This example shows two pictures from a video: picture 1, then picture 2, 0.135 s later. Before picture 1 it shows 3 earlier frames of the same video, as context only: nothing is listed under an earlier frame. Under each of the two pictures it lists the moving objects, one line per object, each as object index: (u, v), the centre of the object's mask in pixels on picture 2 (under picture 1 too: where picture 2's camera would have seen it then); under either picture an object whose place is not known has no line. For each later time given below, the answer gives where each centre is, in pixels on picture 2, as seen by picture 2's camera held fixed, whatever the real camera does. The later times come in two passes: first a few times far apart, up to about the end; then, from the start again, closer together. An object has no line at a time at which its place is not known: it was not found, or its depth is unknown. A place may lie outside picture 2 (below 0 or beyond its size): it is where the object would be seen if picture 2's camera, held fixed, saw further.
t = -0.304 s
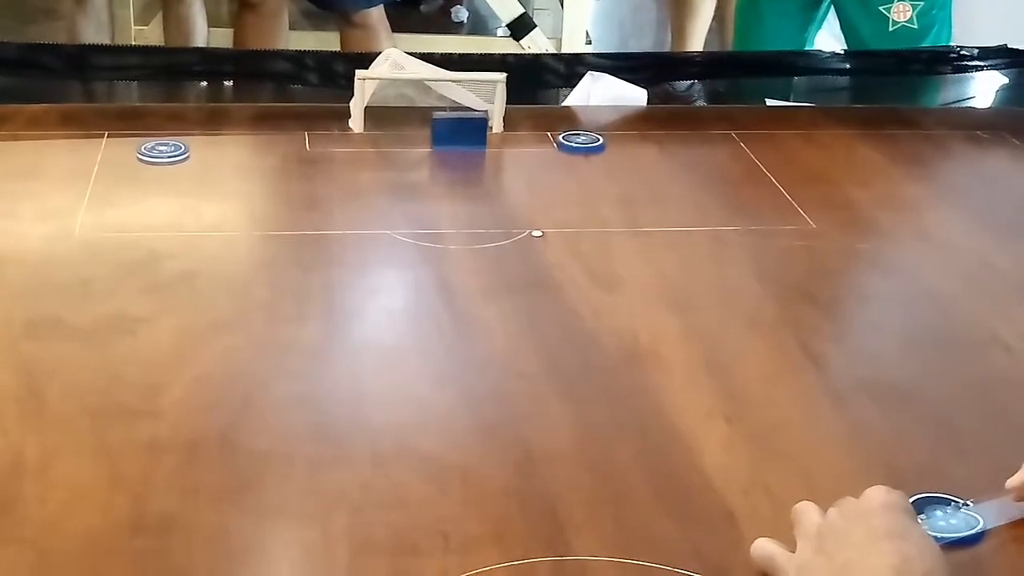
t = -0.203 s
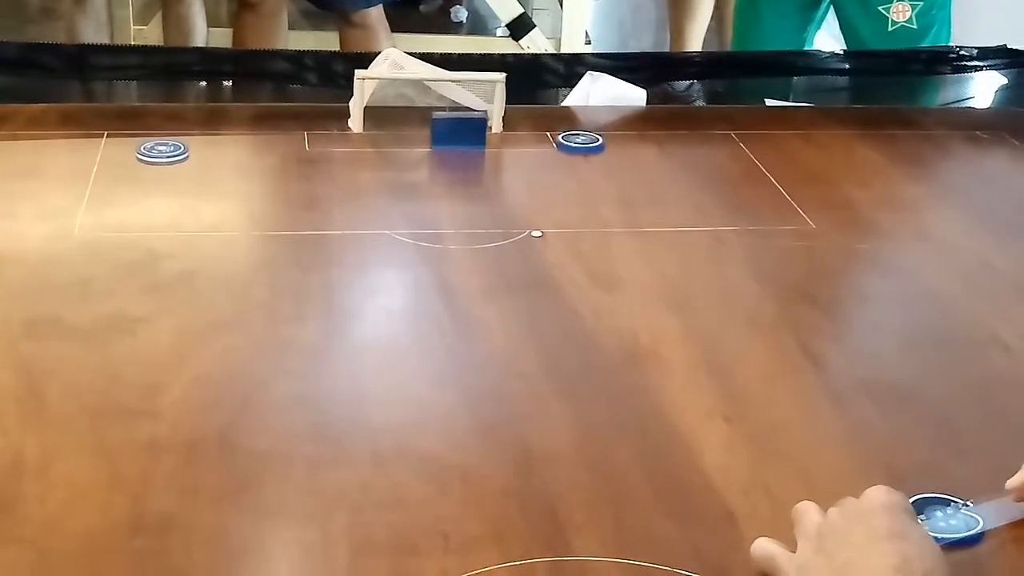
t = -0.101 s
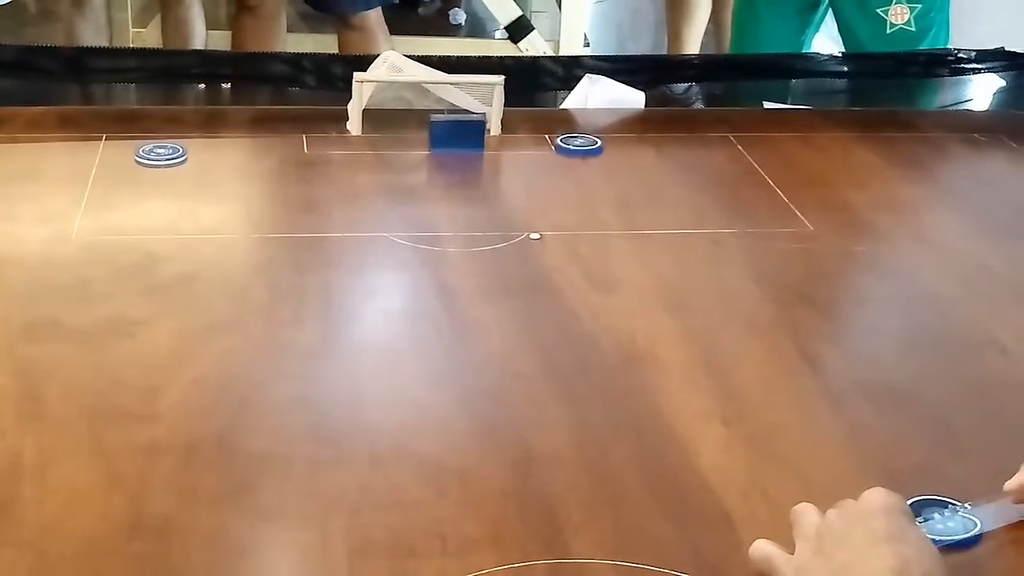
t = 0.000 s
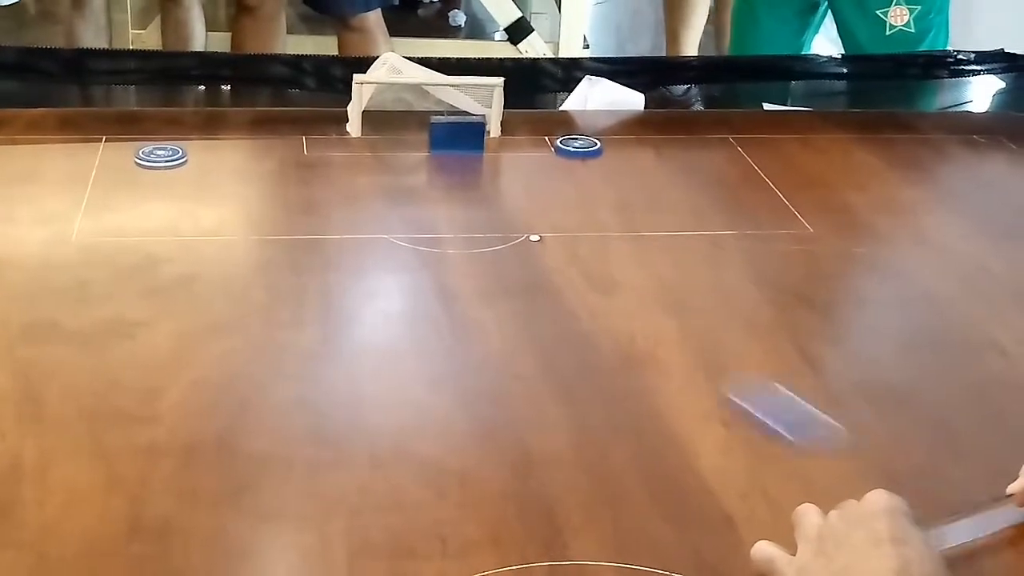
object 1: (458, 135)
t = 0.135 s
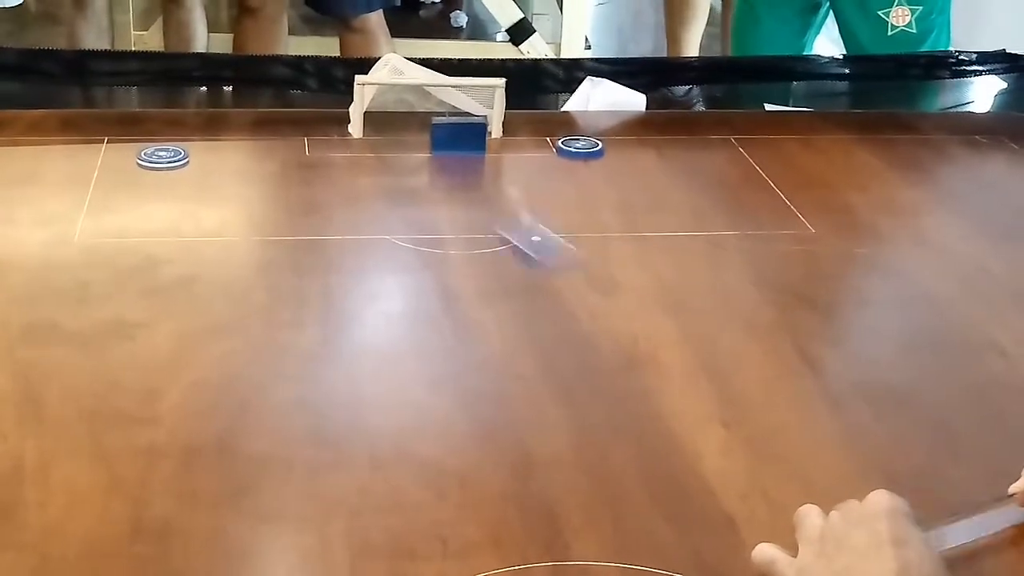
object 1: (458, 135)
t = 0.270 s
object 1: (462, 133)
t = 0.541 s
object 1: (482, 130)
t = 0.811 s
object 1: (482, 130)
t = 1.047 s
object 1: (482, 130)
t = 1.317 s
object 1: (482, 130)
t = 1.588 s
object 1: (482, 130)
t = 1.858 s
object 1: (481, 130)
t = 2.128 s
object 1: (482, 130)
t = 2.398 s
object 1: (482, 129)
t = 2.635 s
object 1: (482, 130)
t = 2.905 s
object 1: (482, 130)
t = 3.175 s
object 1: (482, 130)
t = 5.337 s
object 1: (482, 130)
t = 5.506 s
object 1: (482, 130)
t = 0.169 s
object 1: (458, 134)
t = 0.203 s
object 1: (458, 135)
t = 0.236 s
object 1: (459, 135)
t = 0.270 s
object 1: (462, 133)
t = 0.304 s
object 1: (468, 133)
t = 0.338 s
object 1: (474, 133)
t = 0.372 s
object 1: (477, 132)
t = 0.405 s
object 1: (479, 131)
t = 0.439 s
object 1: (482, 130)
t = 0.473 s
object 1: (482, 130)
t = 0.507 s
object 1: (482, 130)
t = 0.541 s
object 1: (482, 130)
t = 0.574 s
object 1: (482, 130)
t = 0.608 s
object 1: (482, 130)
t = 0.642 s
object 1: (482, 130)
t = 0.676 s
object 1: (482, 130)
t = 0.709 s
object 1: (482, 130)
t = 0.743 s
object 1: (482, 130)
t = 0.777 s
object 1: (482, 130)
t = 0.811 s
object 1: (482, 130)
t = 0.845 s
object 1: (482, 130)
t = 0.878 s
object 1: (483, 130)
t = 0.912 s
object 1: (483, 130)
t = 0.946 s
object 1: (482, 131)
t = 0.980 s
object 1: (482, 131)
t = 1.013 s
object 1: (482, 130)
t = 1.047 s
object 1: (482, 130)
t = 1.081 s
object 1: (482, 130)
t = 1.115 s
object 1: (482, 130)
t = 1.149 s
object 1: (482, 130)
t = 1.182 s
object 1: (482, 130)
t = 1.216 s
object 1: (482, 130)
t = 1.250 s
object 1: (482, 130)
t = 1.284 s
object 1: (482, 130)
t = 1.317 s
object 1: (482, 130)
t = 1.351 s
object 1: (482, 130)
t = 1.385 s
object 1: (482, 130)
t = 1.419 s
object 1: (482, 130)
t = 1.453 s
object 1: (482, 130)
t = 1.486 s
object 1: (482, 130)
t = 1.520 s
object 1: (482, 130)
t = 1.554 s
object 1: (482, 130)
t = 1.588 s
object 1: (482, 130)
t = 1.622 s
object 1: (482, 130)
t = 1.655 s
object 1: (482, 130)
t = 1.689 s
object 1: (482, 130)
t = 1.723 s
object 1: (482, 130)
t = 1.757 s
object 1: (482, 130)
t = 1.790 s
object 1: (482, 130)
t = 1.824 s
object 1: (481, 130)
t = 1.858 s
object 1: (481, 130)
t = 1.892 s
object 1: (482, 130)
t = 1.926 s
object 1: (481, 130)
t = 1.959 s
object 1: (481, 130)
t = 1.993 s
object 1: (481, 130)
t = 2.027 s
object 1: (482, 130)
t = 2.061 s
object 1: (482, 130)
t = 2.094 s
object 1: (482, 129)
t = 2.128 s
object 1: (482, 130)
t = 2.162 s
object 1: (482, 130)
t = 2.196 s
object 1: (482, 130)
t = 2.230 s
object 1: (482, 129)
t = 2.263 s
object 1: (482, 130)
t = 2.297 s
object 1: (482, 130)
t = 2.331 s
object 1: (482, 129)
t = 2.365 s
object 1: (482, 129)
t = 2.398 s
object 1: (482, 129)
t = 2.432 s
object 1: (482, 129)
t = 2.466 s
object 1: (482, 130)
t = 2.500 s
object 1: (482, 130)
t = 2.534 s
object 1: (482, 130)
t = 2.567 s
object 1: (482, 129)
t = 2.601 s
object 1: (482, 129)
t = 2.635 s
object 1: (482, 130)
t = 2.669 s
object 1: (483, 130)
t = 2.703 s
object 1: (482, 130)
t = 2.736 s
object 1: (482, 130)
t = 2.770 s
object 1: (482, 130)
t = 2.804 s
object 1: (482, 130)
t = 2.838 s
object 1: (482, 130)
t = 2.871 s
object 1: (482, 130)
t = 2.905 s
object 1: (482, 130)
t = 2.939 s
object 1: (481, 130)
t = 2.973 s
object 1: (481, 130)
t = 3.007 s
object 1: (482, 130)
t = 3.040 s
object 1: (483, 130)
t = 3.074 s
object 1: (482, 130)
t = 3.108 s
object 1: (482, 130)
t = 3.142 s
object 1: (482, 130)
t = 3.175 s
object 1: (482, 130)
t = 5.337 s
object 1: (482, 130)
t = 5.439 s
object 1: (482, 130)
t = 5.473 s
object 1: (482, 129)
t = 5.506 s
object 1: (482, 130)
